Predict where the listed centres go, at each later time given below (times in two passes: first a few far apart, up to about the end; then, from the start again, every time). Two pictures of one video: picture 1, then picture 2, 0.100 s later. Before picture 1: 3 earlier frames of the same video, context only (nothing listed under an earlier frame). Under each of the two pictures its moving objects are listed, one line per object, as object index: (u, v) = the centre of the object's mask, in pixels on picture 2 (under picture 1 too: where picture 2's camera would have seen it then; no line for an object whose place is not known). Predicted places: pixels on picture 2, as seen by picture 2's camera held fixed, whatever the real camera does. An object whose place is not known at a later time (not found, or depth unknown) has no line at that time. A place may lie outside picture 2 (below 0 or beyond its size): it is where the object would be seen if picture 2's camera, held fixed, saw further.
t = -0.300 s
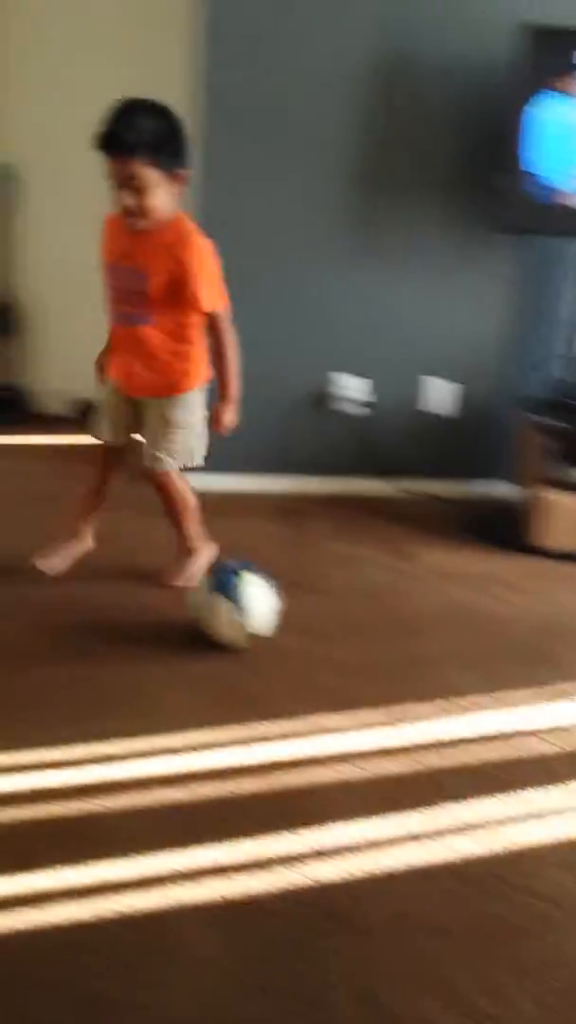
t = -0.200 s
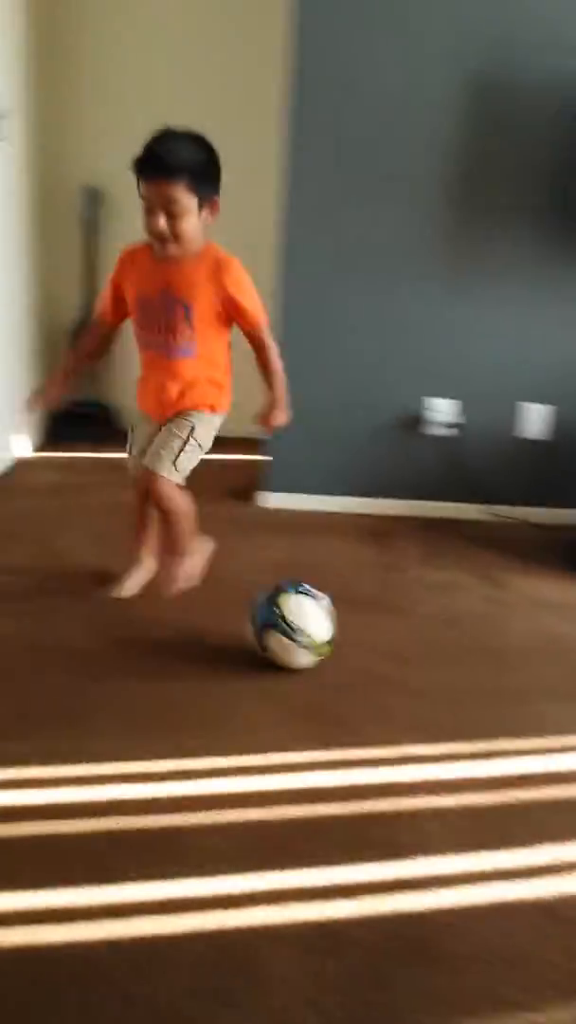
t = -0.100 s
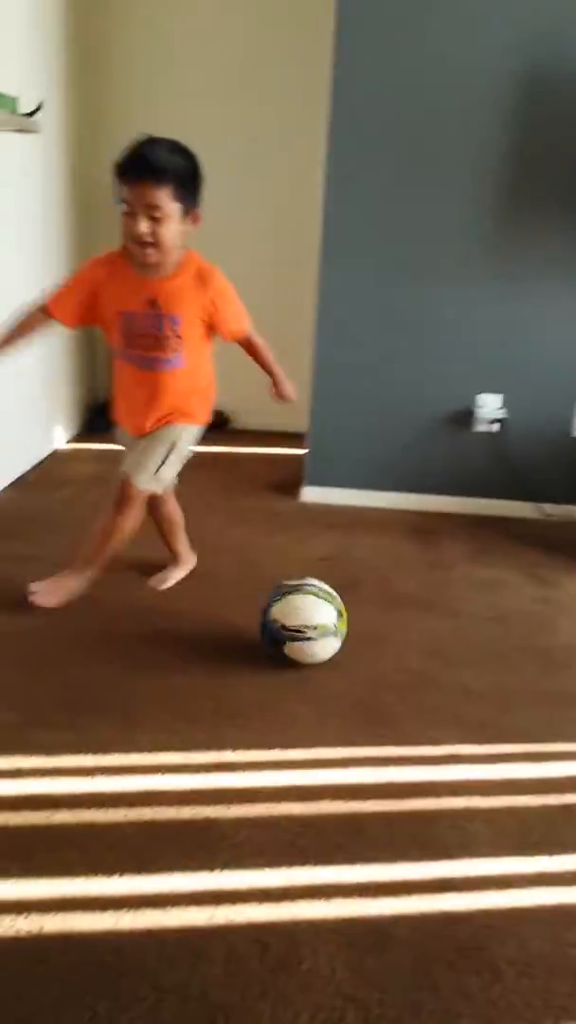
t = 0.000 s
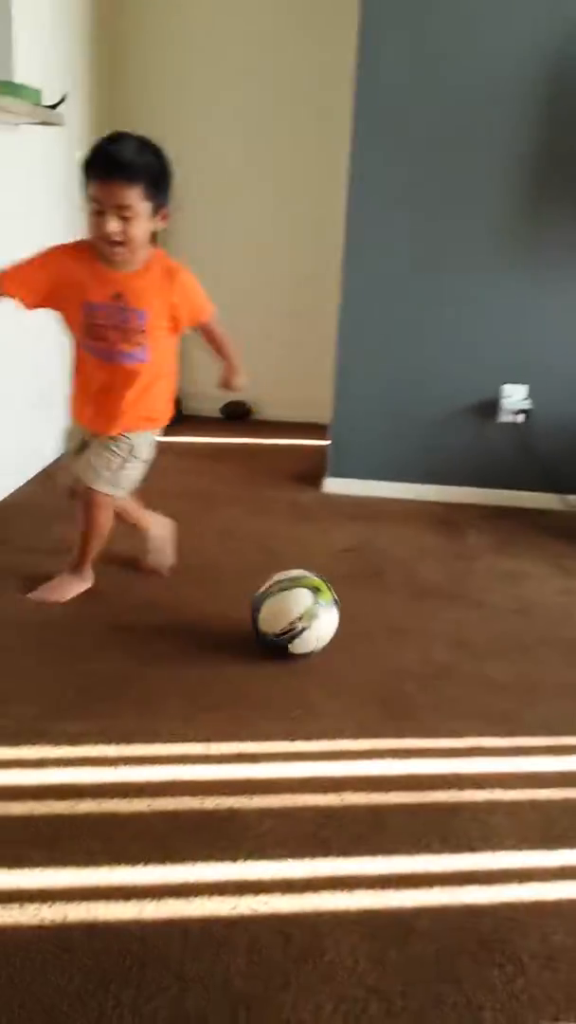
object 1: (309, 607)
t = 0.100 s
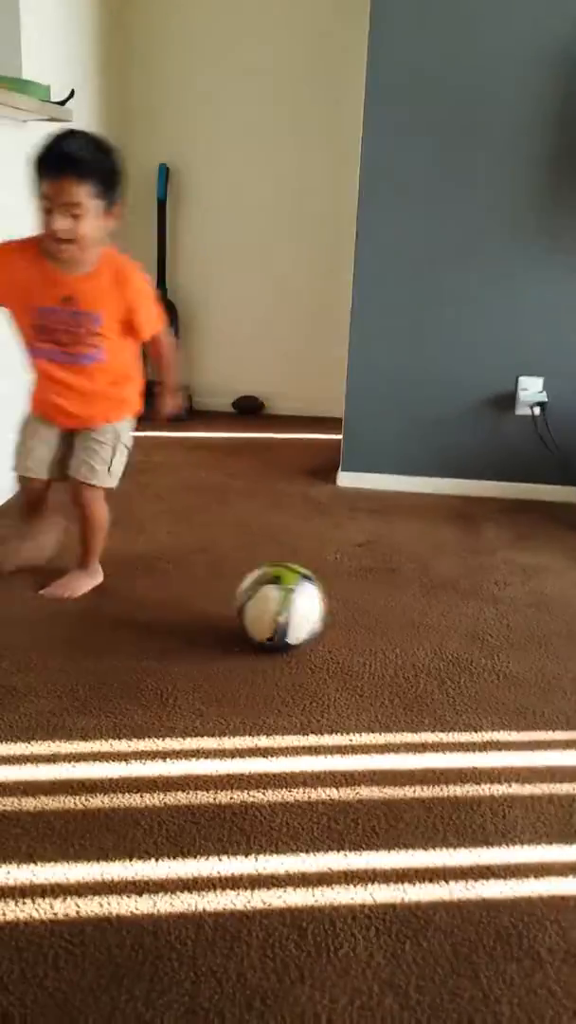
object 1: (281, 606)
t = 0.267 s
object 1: (242, 607)
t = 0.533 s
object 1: (188, 608)
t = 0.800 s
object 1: (144, 610)
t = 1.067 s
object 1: (103, 612)
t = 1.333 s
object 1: (64, 620)
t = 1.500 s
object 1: (46, 622)
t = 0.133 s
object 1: (273, 606)
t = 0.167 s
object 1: (265, 606)
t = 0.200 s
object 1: (256, 606)
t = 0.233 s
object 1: (249, 607)
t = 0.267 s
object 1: (242, 607)
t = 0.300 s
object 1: (235, 607)
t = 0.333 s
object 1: (228, 608)
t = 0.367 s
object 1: (220, 608)
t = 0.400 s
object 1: (213, 608)
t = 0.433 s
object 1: (207, 608)
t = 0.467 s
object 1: (200, 608)
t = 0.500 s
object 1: (194, 608)
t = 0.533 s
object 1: (188, 608)
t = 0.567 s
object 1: (183, 608)
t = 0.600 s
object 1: (177, 609)
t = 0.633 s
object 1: (171, 609)
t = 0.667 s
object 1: (165, 609)
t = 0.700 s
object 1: (160, 609)
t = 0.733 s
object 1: (154, 610)
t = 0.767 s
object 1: (149, 610)
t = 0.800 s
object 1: (144, 610)
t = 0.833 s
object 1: (139, 610)
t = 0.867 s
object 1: (133, 610)
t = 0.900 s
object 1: (128, 611)
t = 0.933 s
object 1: (123, 611)
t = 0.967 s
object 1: (117, 611)
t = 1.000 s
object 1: (112, 611)
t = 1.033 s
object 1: (108, 611)
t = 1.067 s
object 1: (103, 612)
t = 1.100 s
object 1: (98, 613)
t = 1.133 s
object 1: (94, 614)
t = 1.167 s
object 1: (88, 615)
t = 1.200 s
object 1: (83, 616)
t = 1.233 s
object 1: (78, 617)
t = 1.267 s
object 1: (74, 618)
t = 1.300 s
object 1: (68, 619)
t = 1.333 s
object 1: (64, 620)
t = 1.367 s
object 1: (58, 620)
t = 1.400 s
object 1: (53, 621)
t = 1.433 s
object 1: (49, 621)
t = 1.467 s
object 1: (49, 621)
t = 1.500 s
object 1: (46, 622)
